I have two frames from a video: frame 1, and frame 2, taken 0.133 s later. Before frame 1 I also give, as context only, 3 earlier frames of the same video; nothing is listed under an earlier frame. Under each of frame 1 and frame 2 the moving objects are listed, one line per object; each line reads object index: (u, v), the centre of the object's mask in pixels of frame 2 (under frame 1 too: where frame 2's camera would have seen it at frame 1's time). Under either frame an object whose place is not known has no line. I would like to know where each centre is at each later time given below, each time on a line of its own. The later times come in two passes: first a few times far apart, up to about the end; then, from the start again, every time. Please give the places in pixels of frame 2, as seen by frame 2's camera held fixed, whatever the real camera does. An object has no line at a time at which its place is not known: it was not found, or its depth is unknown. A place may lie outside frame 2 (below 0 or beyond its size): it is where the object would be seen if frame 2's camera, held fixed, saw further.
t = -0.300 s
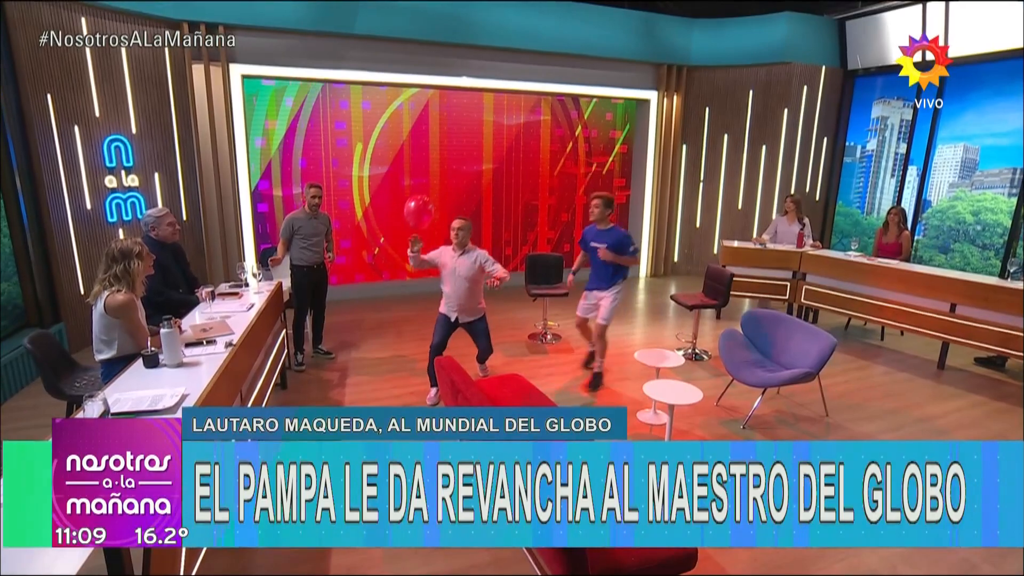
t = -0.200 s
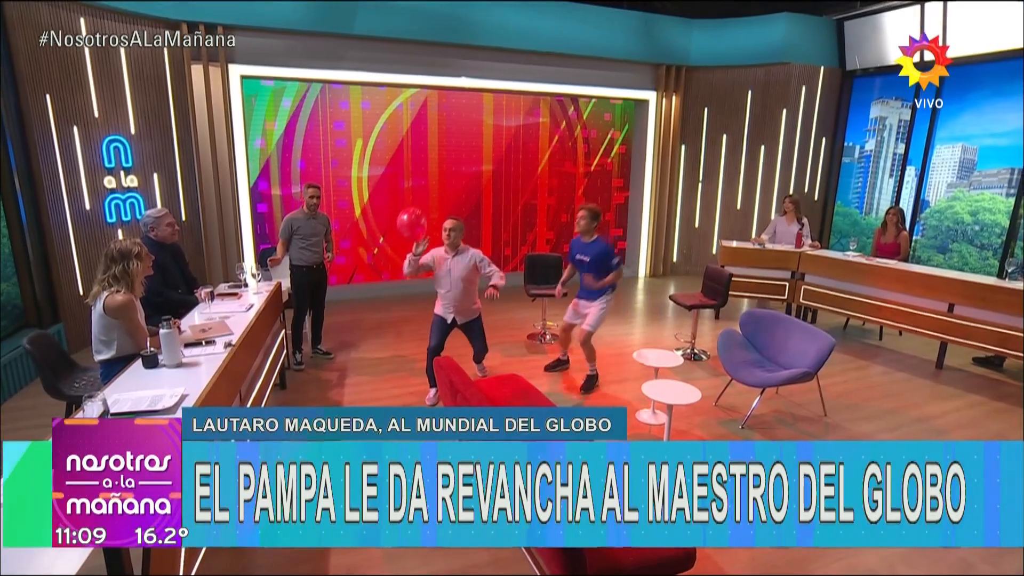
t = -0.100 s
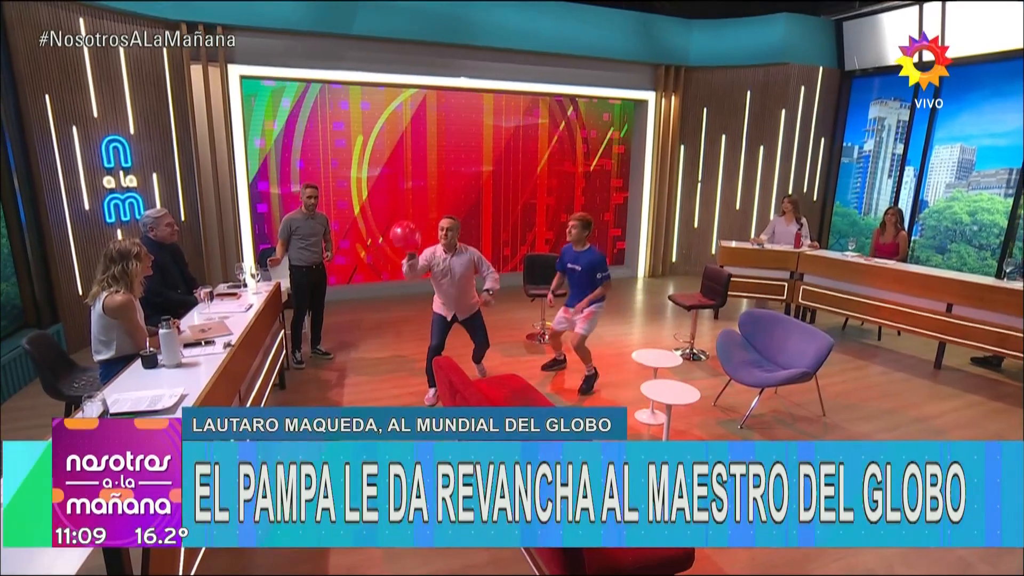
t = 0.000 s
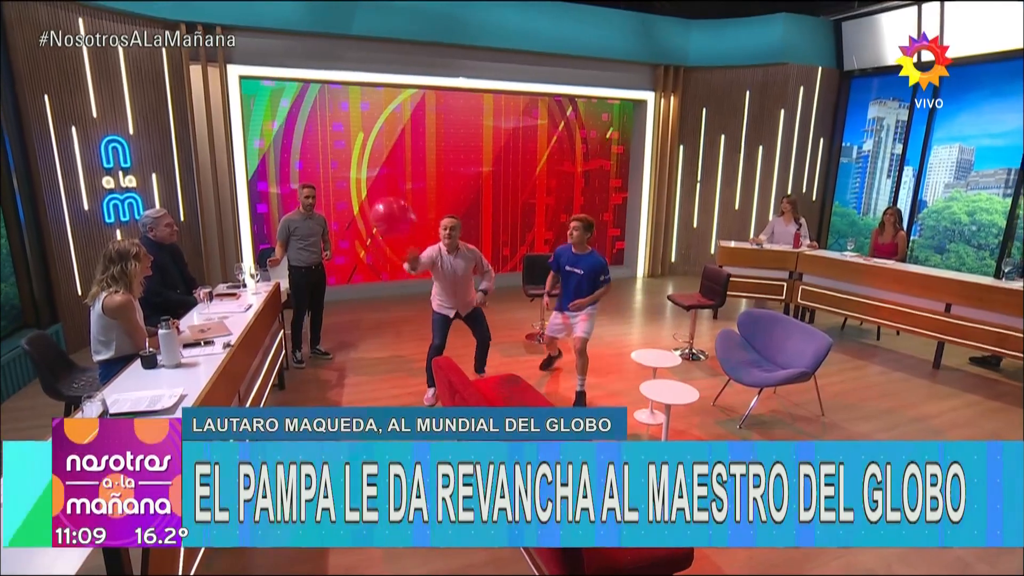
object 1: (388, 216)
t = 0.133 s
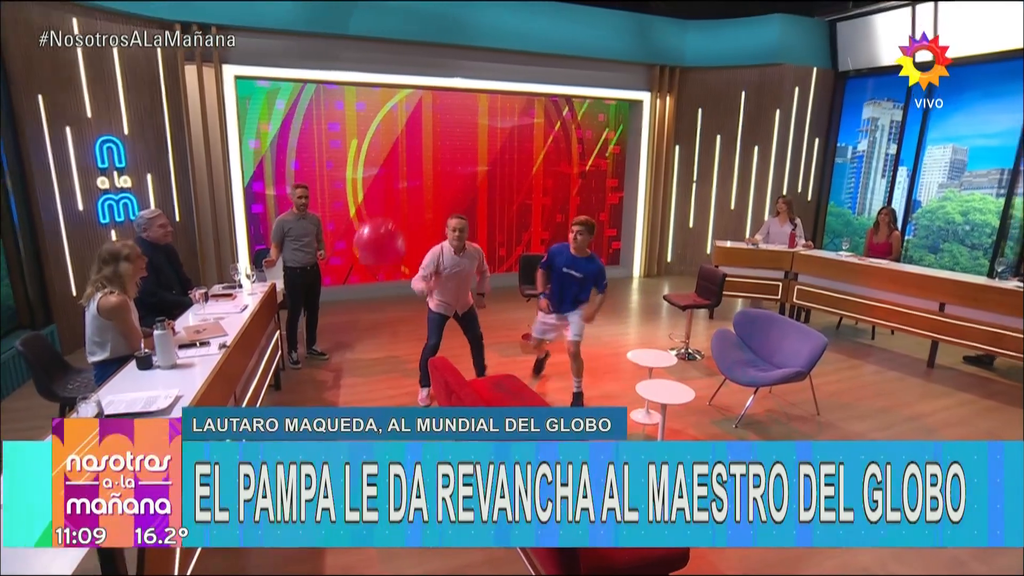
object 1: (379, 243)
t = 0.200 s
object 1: (375, 259)
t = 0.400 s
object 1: (358, 306)
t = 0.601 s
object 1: (347, 361)
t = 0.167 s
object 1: (377, 250)
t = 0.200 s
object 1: (375, 259)
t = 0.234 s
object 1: (373, 267)
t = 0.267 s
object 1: (370, 274)
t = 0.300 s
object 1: (367, 281)
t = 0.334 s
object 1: (364, 290)
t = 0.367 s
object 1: (361, 297)
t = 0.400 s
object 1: (358, 306)
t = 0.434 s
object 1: (356, 316)
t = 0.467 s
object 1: (354, 324)
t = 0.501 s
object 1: (352, 333)
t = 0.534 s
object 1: (350, 343)
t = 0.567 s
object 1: (349, 352)
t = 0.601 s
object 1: (347, 361)
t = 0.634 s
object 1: (345, 372)
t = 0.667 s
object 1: (344, 381)
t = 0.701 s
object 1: (343, 389)
